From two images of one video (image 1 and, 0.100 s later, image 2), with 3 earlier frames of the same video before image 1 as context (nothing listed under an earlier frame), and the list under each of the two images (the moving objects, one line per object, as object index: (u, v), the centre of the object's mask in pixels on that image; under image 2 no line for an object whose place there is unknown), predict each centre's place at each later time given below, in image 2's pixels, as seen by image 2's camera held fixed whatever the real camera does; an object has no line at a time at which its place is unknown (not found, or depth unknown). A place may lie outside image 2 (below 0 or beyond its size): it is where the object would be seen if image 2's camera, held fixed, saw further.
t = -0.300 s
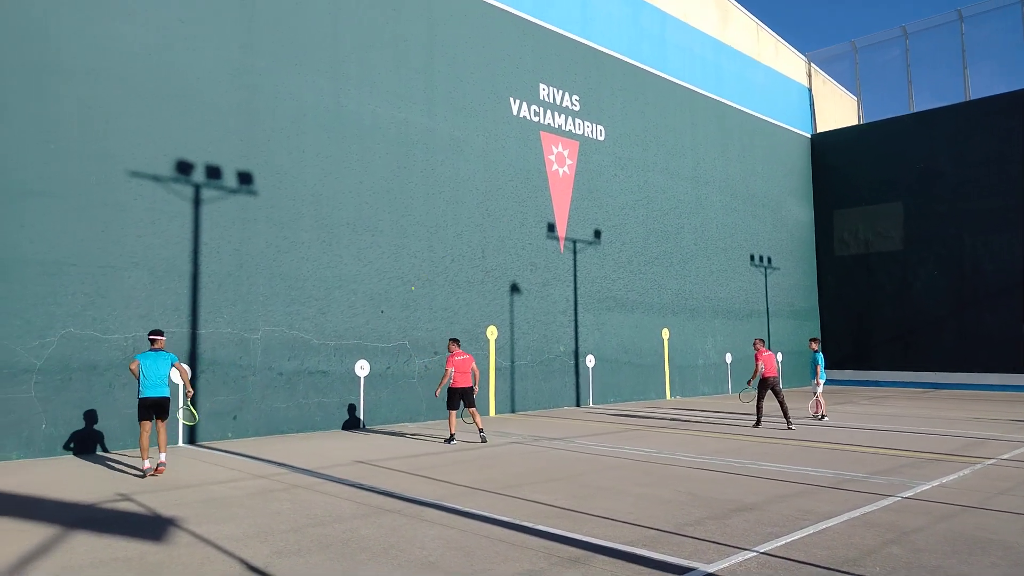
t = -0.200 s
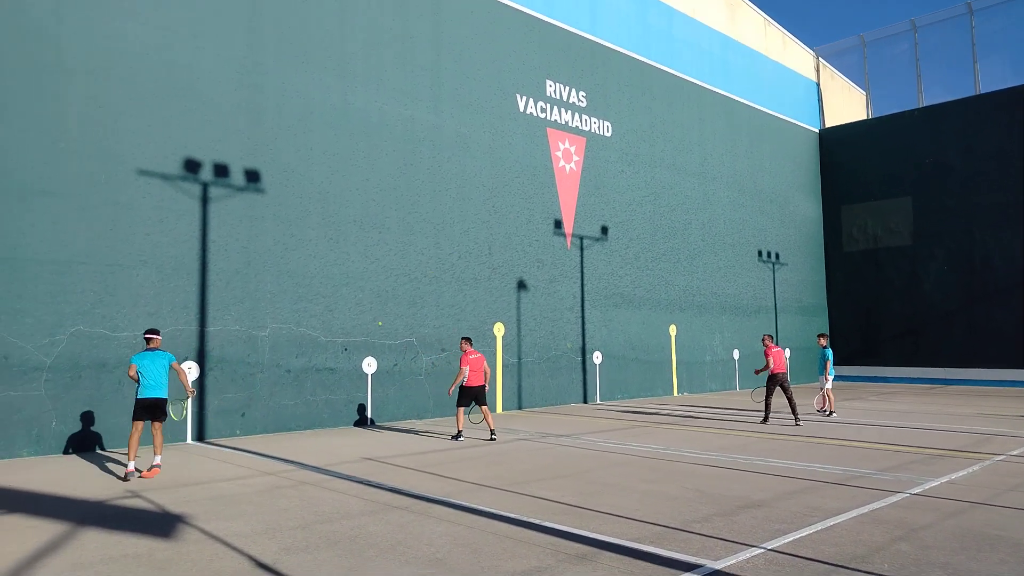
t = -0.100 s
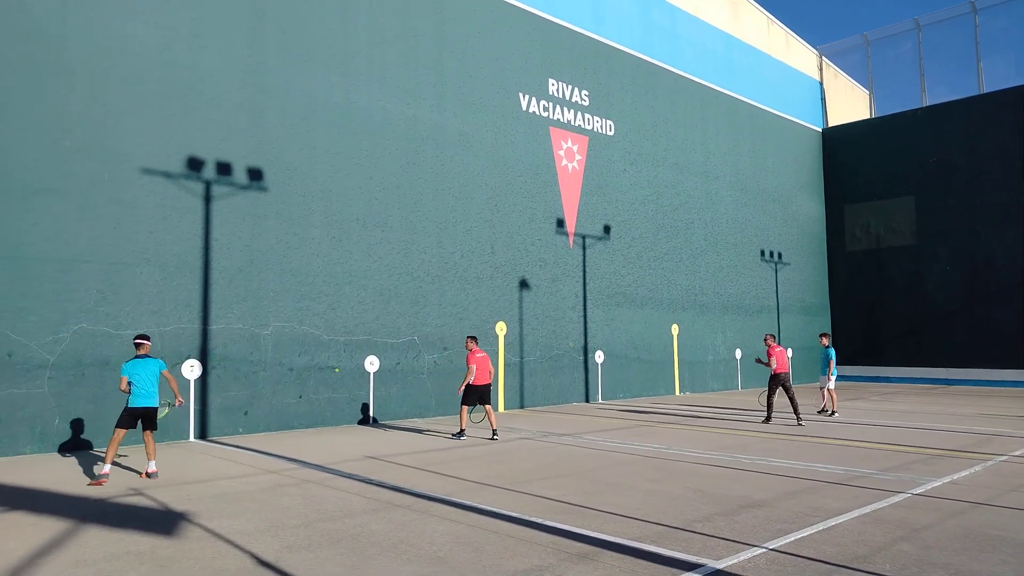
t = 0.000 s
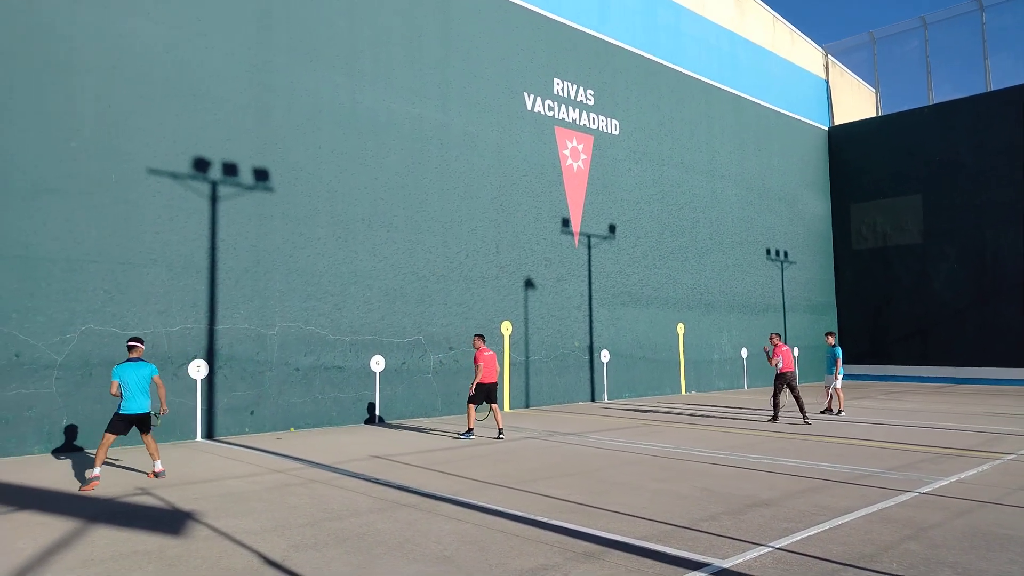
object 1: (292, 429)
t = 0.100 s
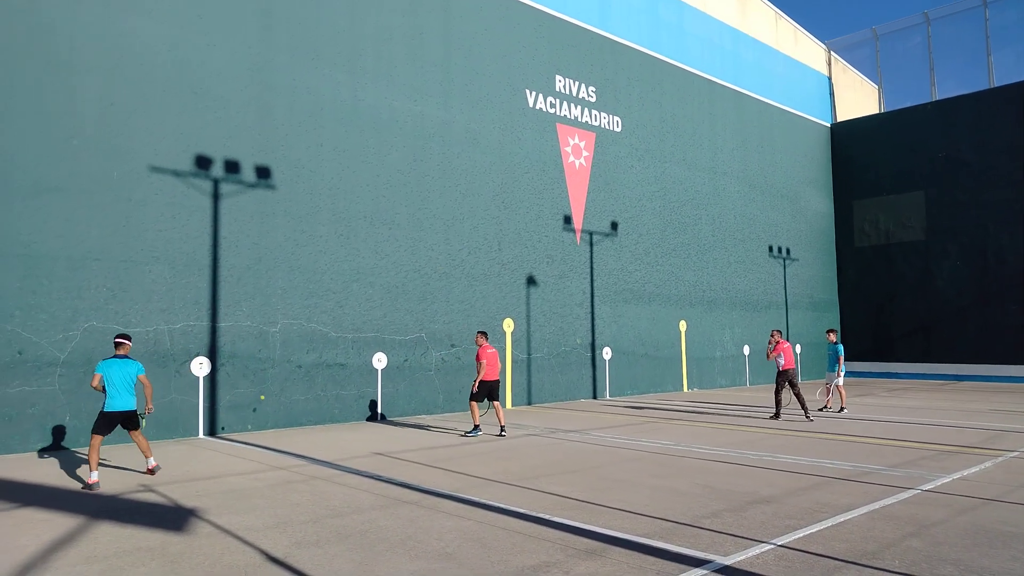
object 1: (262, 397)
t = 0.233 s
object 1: (222, 336)
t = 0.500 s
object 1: (123, 233)
